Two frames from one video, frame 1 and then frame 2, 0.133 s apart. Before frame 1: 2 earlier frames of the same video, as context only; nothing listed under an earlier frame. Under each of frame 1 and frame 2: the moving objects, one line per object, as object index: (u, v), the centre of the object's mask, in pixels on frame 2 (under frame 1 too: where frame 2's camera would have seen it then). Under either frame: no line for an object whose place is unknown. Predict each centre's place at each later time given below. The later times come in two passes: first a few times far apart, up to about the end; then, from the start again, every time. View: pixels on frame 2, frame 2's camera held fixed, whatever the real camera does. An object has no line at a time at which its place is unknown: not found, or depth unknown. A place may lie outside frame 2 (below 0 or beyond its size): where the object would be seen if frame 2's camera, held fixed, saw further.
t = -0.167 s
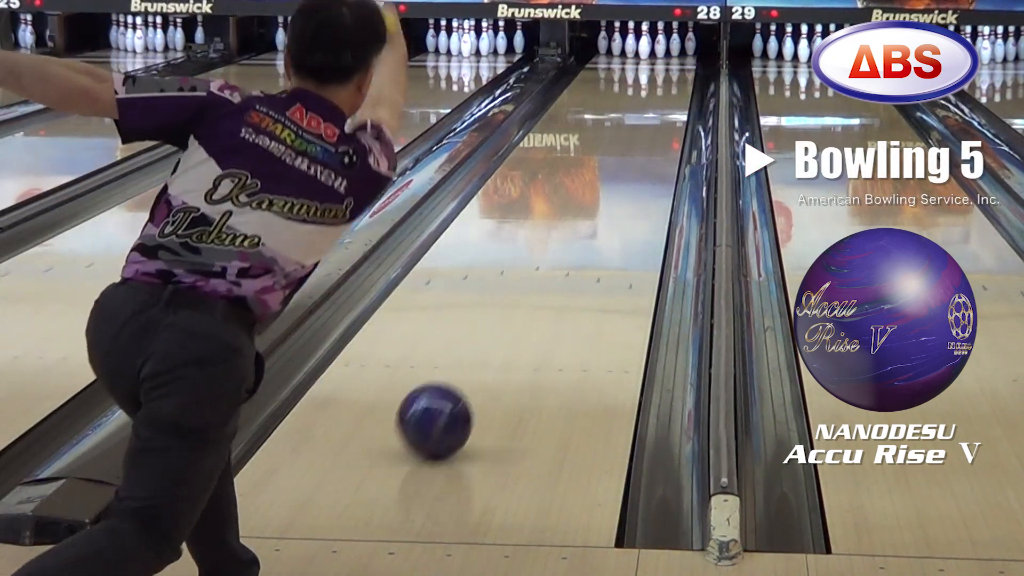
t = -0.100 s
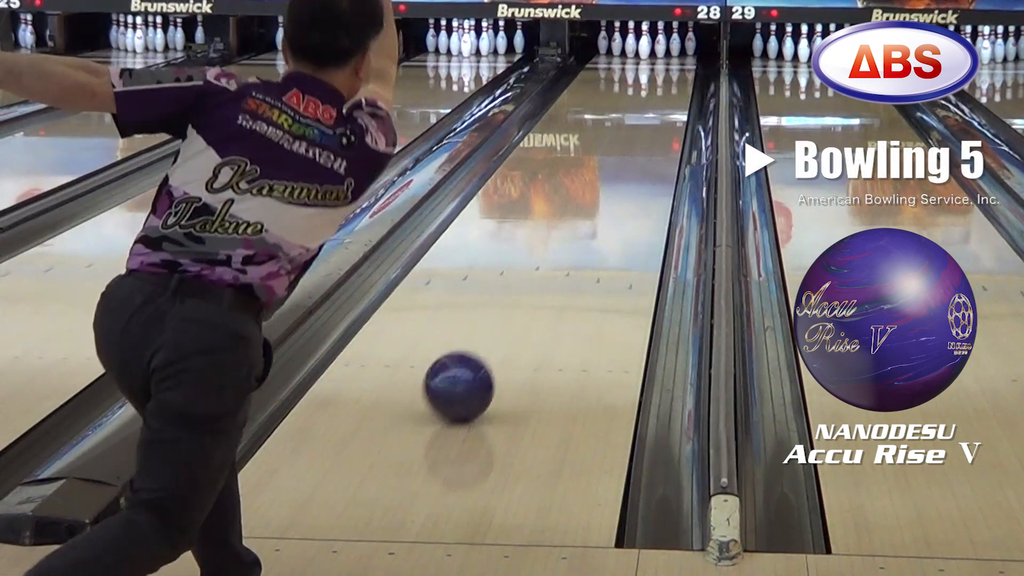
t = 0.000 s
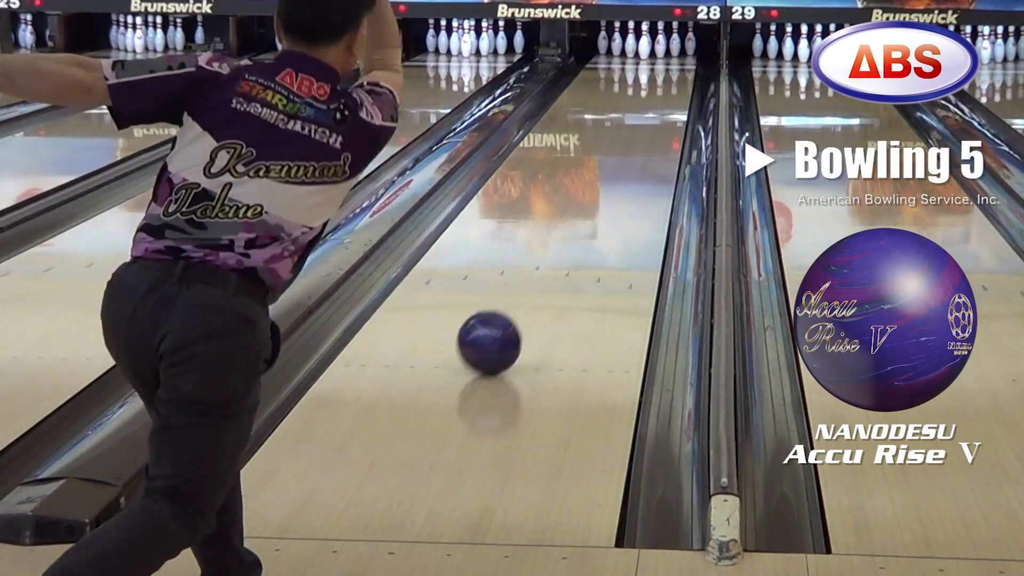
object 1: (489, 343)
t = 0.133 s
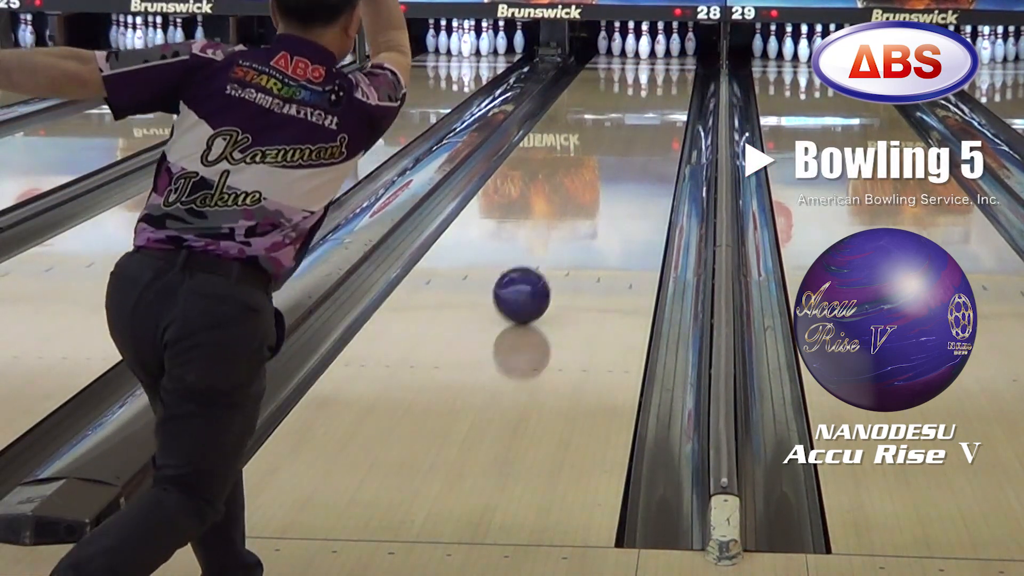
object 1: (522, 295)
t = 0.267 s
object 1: (547, 258)
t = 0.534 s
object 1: (585, 201)
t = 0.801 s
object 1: (611, 160)
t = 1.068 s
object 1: (630, 129)
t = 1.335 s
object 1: (643, 105)
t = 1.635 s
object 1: (653, 83)
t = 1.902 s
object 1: (655, 69)
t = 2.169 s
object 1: (654, 56)
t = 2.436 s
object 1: (653, 48)
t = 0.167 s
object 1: (529, 285)
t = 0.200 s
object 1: (535, 275)
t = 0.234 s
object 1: (541, 266)
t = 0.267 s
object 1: (547, 258)
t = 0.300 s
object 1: (553, 249)
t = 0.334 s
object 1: (558, 242)
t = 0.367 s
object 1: (563, 234)
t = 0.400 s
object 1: (568, 227)
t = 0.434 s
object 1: (573, 220)
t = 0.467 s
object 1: (577, 213)
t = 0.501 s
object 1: (581, 207)
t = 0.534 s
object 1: (585, 201)
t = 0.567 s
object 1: (589, 195)
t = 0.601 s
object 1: (593, 189)
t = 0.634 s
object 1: (596, 184)
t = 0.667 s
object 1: (599, 179)
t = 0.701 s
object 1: (603, 174)
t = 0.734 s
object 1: (606, 169)
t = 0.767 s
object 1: (609, 164)
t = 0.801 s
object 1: (611, 160)
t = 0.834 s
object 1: (614, 155)
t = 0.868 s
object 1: (617, 151)
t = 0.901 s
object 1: (619, 147)
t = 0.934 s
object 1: (622, 143)
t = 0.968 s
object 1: (624, 139)
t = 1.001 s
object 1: (626, 136)
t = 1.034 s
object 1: (629, 132)
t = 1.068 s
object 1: (630, 129)
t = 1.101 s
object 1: (632, 126)
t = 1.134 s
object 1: (634, 122)
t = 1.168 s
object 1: (636, 119)
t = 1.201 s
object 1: (637, 116)
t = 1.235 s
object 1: (639, 113)
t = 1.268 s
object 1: (641, 110)
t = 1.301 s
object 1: (642, 108)
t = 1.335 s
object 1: (643, 105)
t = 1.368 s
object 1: (645, 102)
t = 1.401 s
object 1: (646, 99)
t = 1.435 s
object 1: (647, 97)
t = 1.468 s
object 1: (648, 95)
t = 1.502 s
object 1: (649, 92)
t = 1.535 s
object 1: (650, 90)
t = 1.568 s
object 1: (651, 88)
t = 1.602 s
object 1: (652, 86)
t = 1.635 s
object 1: (653, 83)
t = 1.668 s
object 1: (653, 82)
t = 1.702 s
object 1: (654, 79)
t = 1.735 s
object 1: (654, 78)
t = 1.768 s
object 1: (655, 76)
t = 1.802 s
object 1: (655, 74)
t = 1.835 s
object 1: (655, 72)
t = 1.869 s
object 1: (656, 70)
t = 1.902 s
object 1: (655, 69)
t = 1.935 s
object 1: (655, 67)
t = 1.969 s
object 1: (655, 65)
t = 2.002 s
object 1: (655, 64)
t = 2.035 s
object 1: (655, 62)
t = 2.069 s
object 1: (655, 61)
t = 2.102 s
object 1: (655, 60)
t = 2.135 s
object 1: (655, 58)
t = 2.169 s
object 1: (654, 56)
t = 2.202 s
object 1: (654, 55)
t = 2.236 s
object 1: (653, 54)
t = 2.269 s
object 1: (653, 53)
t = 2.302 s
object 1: (652, 51)
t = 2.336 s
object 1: (651, 50)
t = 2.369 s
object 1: (652, 49)
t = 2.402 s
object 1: (654, 48)
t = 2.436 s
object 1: (653, 48)
